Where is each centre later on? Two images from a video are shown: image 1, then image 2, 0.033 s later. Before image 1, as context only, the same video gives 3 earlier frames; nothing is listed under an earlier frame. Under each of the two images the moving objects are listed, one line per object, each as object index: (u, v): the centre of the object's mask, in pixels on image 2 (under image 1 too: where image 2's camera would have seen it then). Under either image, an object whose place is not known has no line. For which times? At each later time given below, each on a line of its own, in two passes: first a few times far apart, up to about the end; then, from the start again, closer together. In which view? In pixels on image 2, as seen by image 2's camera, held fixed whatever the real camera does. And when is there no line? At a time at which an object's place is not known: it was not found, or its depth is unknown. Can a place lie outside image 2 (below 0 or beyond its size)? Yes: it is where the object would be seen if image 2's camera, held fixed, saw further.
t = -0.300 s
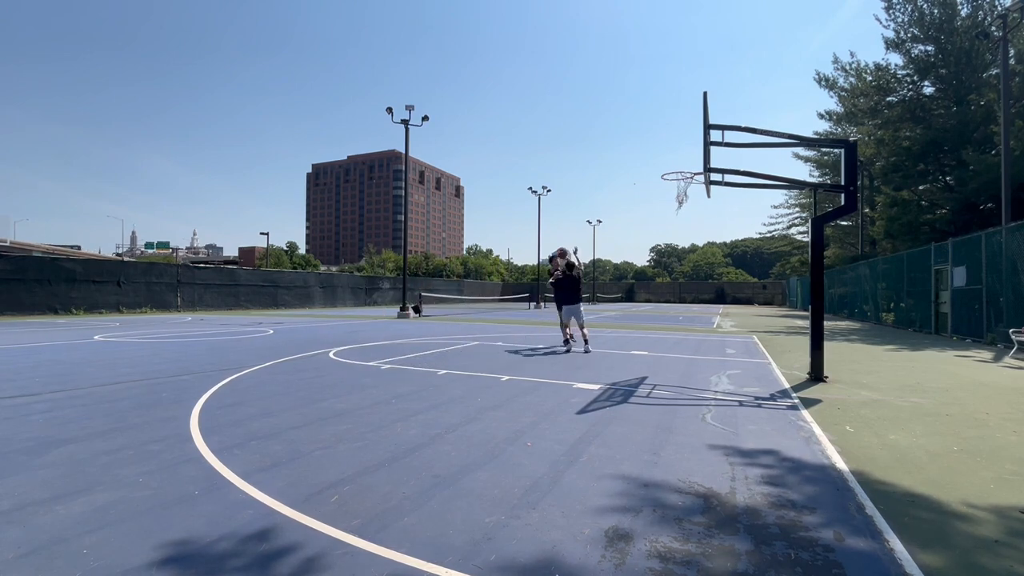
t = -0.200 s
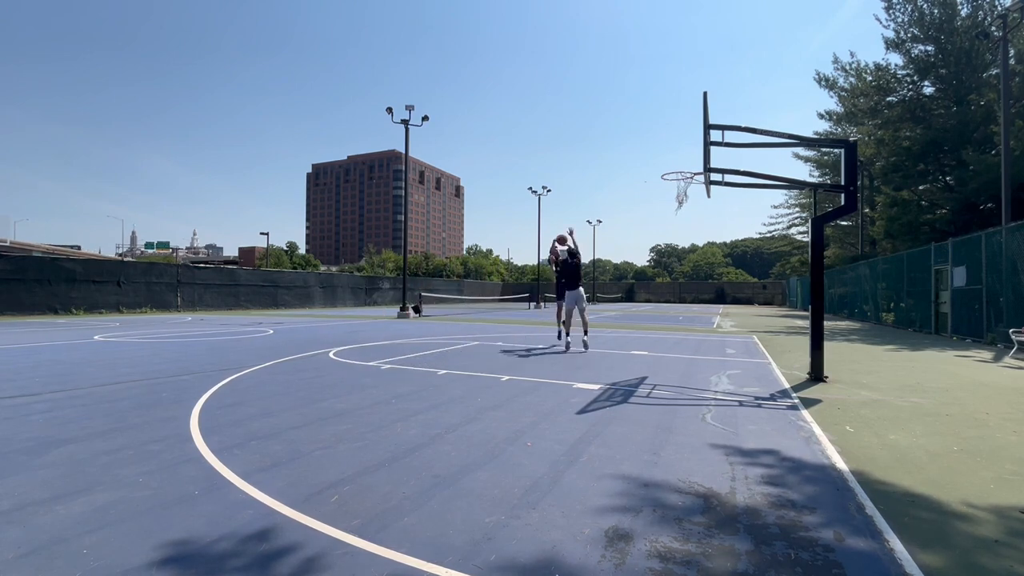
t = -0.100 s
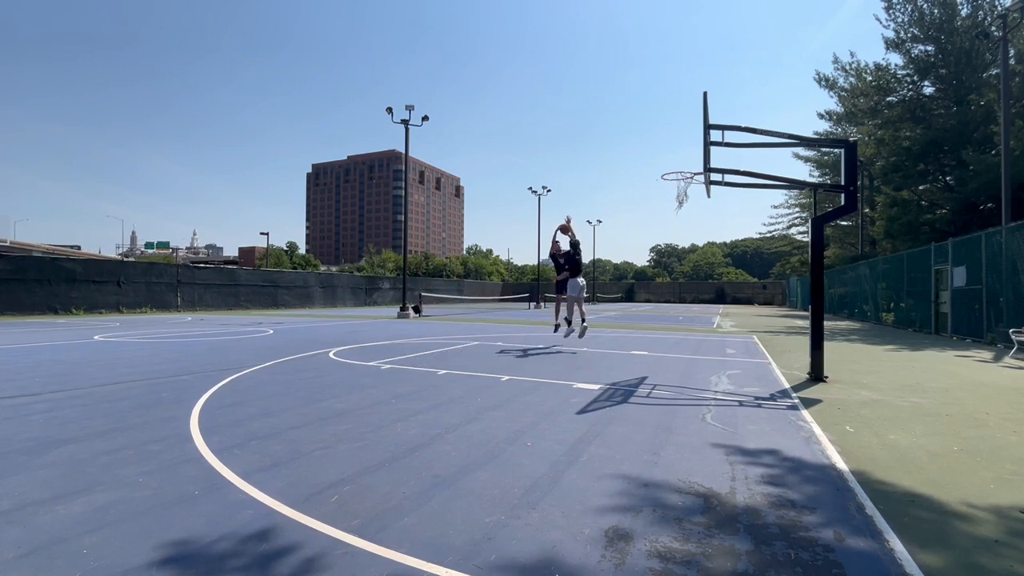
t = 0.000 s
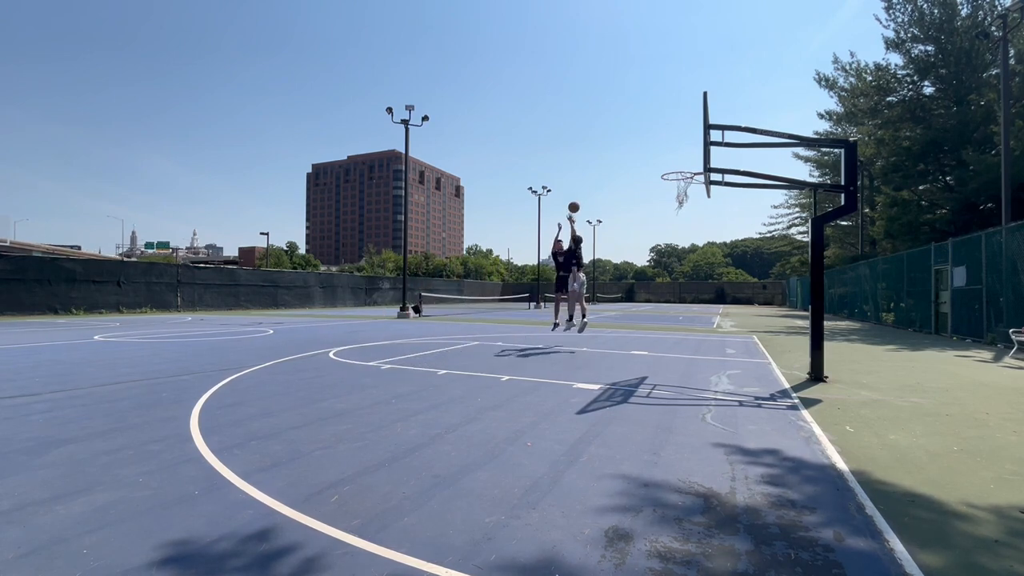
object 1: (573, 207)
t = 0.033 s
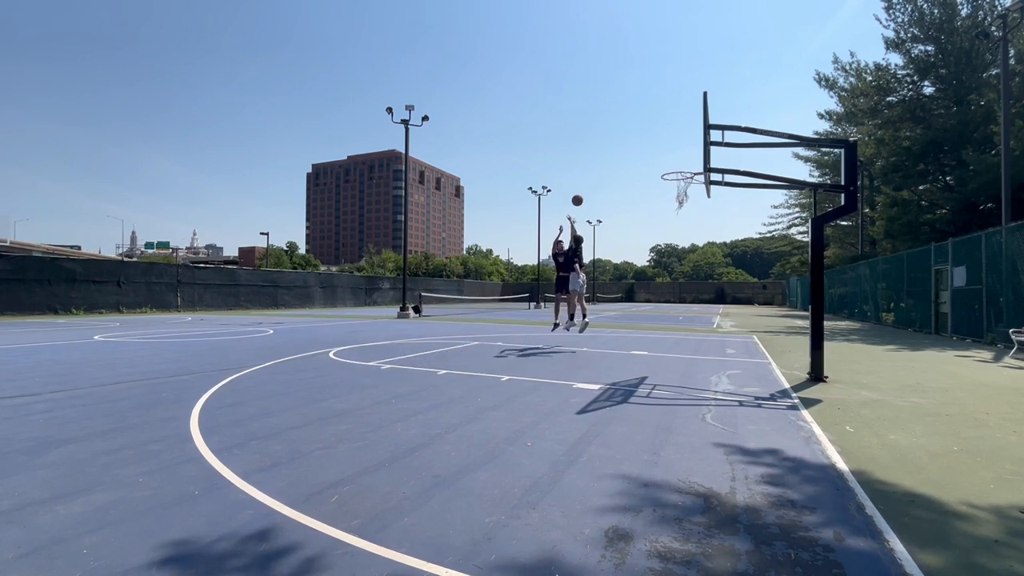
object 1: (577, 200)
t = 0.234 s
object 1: (598, 169)
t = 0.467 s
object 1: (624, 155)
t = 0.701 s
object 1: (652, 170)
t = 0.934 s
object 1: (682, 217)
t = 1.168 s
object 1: (715, 303)
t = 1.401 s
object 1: (745, 324)
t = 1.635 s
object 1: (770, 260)
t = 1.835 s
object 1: (793, 233)
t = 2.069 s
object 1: (790, 230)
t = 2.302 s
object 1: (772, 266)
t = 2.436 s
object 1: (762, 304)
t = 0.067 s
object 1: (580, 194)
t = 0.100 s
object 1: (584, 188)
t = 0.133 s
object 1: (587, 183)
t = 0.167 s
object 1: (591, 177)
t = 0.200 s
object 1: (594, 173)
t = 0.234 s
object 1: (598, 169)
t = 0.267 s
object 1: (601, 165)
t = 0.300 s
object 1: (605, 162)
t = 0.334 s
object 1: (609, 160)
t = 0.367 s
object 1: (612, 158)
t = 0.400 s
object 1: (616, 156)
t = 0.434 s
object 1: (620, 155)
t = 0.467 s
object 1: (624, 155)
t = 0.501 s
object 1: (627, 155)
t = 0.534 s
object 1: (631, 157)
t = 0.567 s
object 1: (635, 158)
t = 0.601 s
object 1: (639, 160)
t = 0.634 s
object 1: (643, 163)
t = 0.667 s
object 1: (648, 166)
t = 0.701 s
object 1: (652, 170)
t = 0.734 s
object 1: (656, 175)
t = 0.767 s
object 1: (660, 180)
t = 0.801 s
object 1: (664, 186)
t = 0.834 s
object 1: (669, 193)
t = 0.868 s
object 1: (672, 200)
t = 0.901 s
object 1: (677, 209)
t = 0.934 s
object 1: (682, 217)
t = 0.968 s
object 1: (686, 227)
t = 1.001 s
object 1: (691, 238)
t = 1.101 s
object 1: (706, 274)
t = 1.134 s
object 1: (710, 288)
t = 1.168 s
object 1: (715, 303)
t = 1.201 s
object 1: (720, 320)
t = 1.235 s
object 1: (725, 336)
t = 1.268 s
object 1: (730, 354)
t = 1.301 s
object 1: (734, 360)
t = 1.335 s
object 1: (738, 348)
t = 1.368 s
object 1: (741, 335)
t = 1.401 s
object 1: (745, 324)
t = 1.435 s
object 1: (748, 313)
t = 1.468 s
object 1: (752, 302)
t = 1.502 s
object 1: (757, 291)
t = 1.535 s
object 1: (760, 283)
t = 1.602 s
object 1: (767, 267)
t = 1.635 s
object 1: (770, 260)
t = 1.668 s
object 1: (775, 254)
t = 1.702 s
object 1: (778, 248)
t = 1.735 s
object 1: (782, 242)
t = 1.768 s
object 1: (785, 239)
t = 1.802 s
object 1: (789, 236)
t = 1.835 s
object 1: (793, 233)
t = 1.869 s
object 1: (797, 230)
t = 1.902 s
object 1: (800, 229)
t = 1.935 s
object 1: (799, 228)
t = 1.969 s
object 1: (797, 227)
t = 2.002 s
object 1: (794, 227)
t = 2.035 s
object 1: (791, 229)
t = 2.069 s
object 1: (790, 230)
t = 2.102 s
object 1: (787, 233)
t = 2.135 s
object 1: (785, 237)
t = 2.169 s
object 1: (782, 241)
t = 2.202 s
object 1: (780, 246)
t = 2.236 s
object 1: (777, 252)
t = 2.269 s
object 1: (775, 259)
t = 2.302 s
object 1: (772, 266)
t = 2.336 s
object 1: (770, 274)
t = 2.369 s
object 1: (767, 283)
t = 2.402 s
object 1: (764, 295)
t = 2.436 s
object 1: (762, 304)
